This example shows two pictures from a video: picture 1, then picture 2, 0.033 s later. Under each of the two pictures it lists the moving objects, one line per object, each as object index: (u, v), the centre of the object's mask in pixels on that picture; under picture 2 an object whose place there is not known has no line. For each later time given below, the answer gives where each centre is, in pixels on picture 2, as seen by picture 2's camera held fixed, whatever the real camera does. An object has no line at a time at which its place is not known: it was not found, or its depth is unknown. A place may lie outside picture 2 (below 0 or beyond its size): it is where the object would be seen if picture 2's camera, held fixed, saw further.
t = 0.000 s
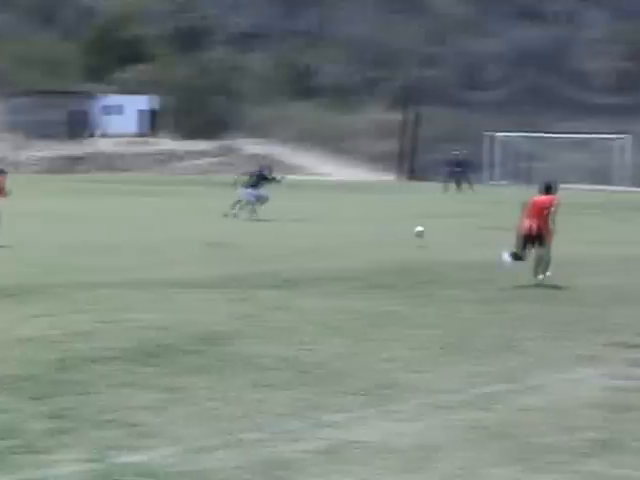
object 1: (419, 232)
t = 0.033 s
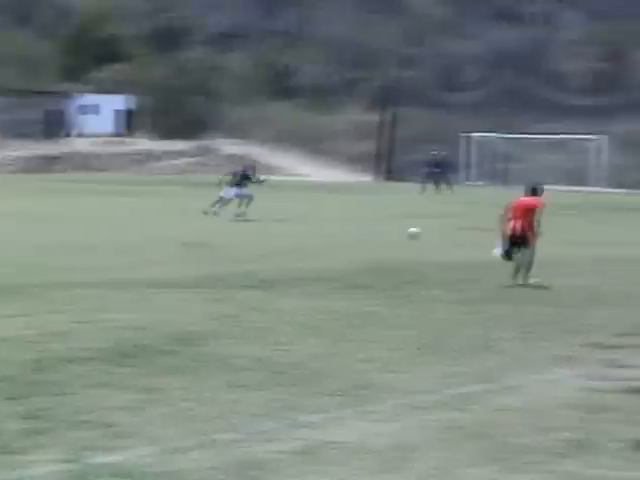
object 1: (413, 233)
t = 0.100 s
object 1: (446, 236)
